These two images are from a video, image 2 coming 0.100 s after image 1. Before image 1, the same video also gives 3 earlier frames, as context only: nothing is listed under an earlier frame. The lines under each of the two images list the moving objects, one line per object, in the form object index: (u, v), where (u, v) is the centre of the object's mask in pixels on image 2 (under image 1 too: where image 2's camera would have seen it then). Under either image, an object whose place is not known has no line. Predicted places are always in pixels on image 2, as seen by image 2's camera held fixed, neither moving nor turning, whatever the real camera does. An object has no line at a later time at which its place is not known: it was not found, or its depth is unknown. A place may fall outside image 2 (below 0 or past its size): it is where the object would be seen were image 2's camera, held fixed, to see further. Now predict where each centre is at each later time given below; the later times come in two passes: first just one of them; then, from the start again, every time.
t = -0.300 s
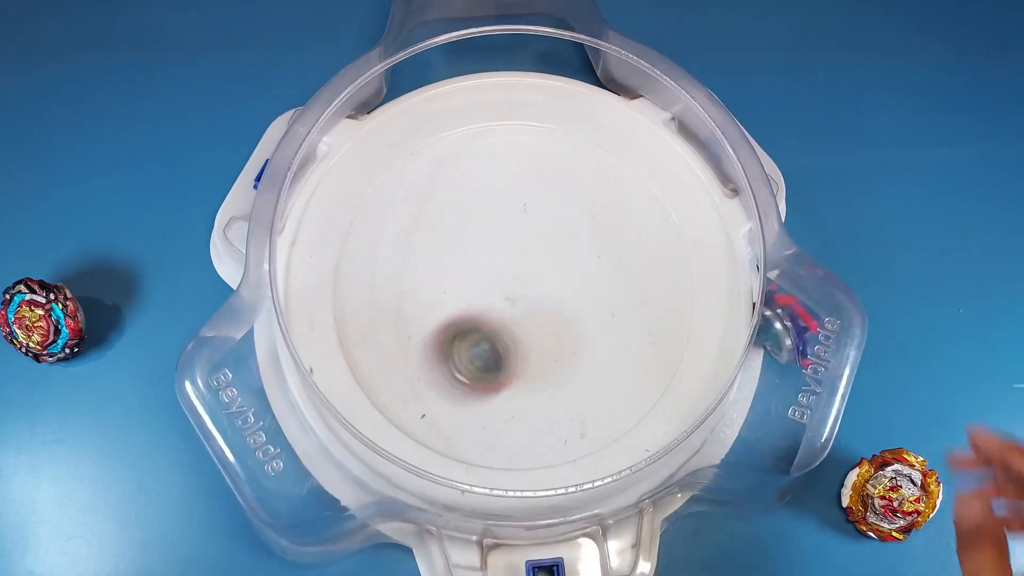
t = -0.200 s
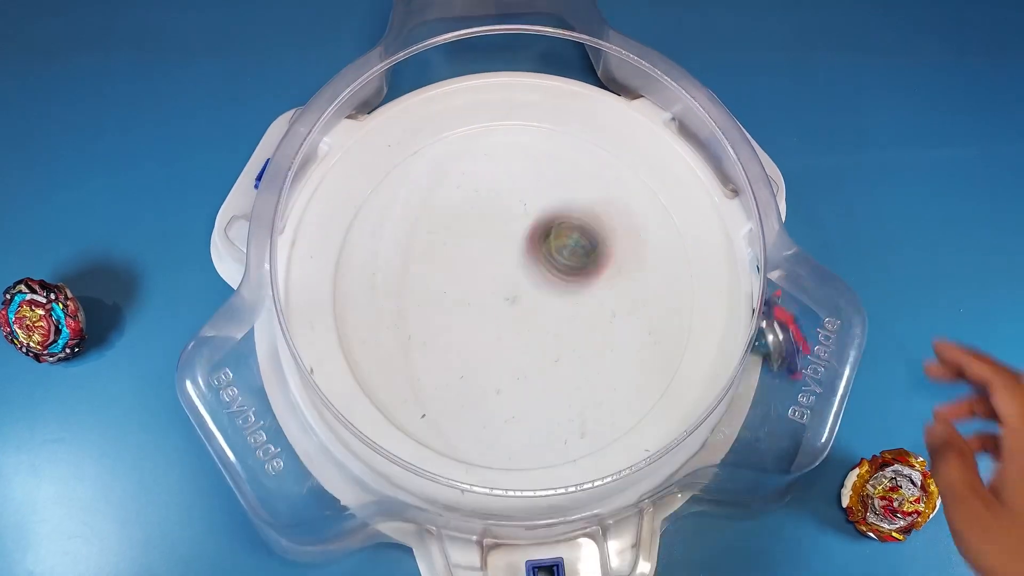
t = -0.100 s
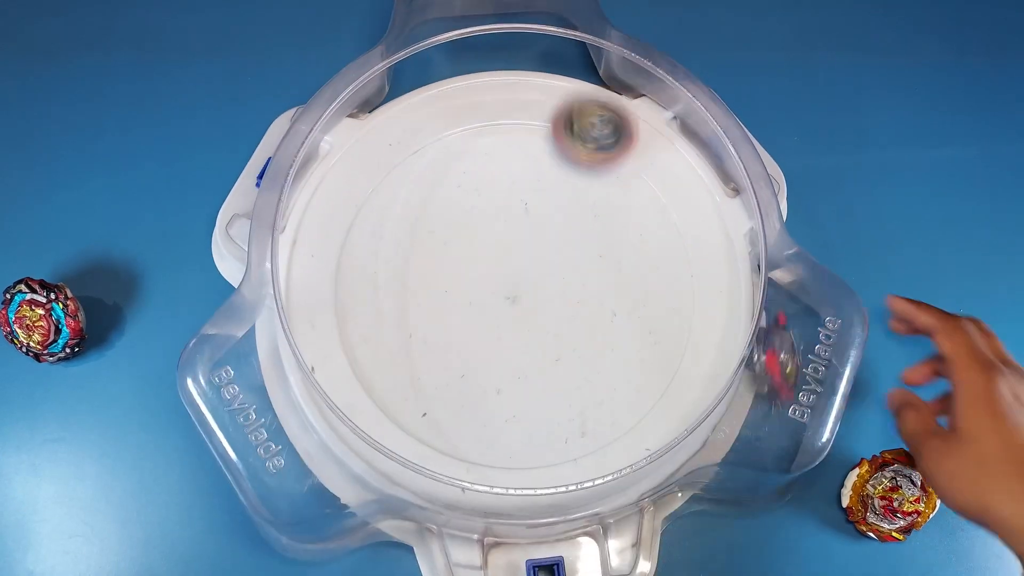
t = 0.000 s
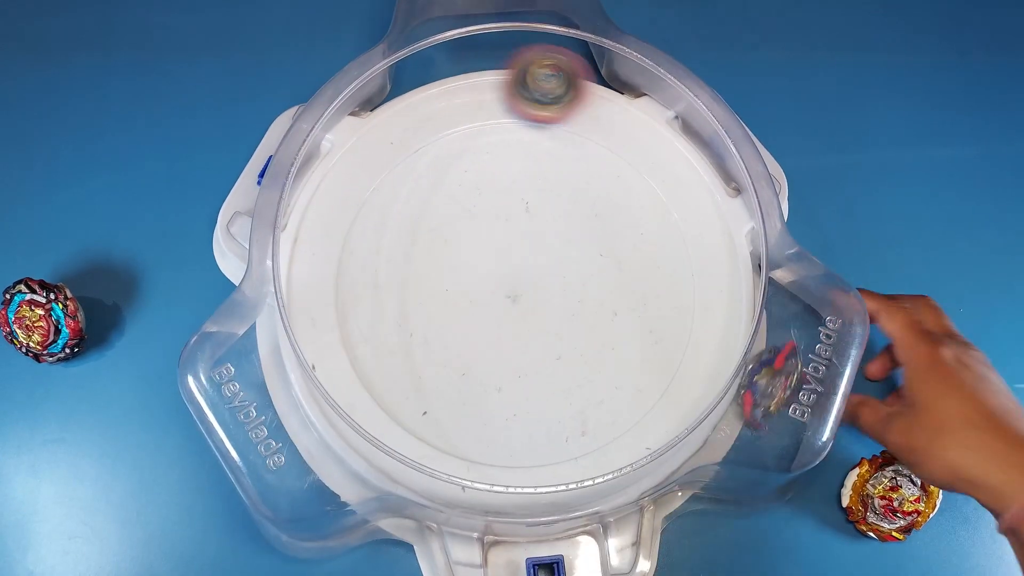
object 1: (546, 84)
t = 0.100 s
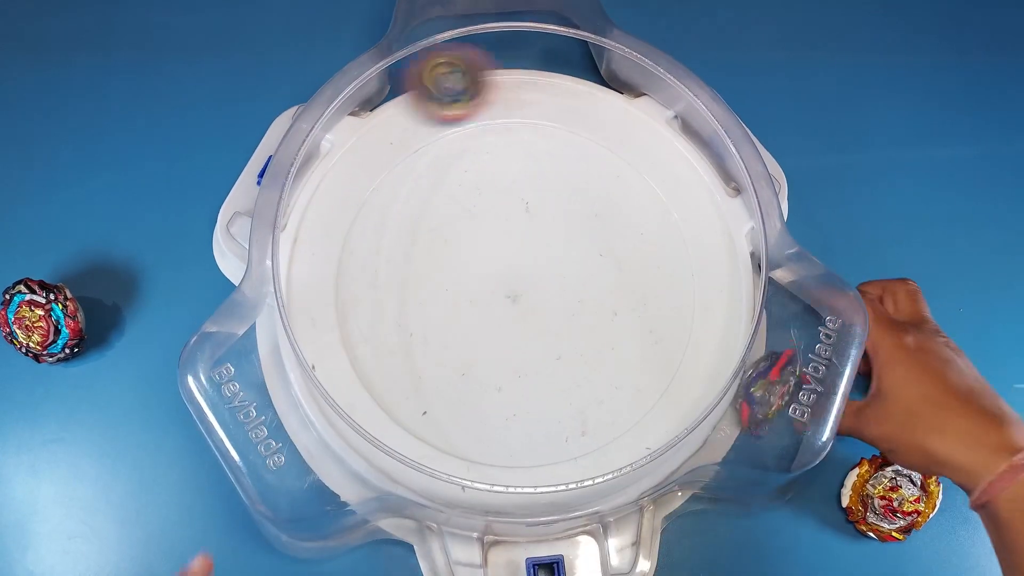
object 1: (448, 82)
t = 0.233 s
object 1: (406, 244)
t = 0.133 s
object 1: (421, 97)
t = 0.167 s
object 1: (419, 145)
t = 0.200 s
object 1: (414, 193)
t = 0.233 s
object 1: (406, 244)
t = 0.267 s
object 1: (399, 300)
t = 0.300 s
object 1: (403, 366)
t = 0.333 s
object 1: (428, 421)
